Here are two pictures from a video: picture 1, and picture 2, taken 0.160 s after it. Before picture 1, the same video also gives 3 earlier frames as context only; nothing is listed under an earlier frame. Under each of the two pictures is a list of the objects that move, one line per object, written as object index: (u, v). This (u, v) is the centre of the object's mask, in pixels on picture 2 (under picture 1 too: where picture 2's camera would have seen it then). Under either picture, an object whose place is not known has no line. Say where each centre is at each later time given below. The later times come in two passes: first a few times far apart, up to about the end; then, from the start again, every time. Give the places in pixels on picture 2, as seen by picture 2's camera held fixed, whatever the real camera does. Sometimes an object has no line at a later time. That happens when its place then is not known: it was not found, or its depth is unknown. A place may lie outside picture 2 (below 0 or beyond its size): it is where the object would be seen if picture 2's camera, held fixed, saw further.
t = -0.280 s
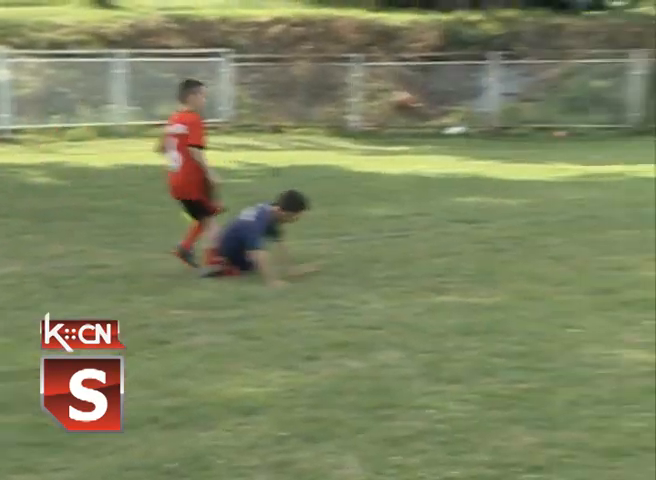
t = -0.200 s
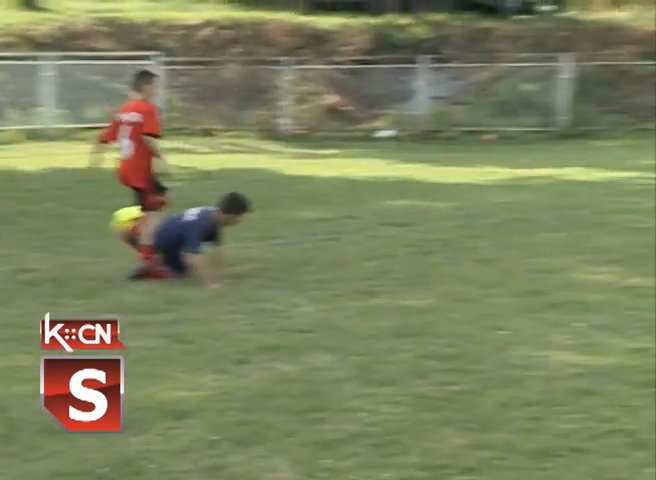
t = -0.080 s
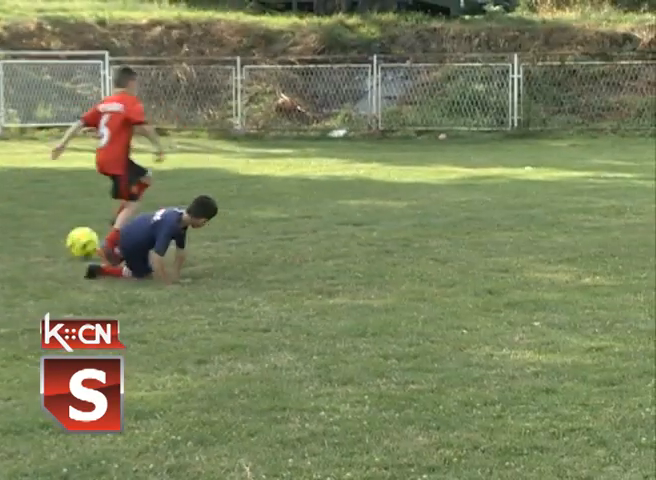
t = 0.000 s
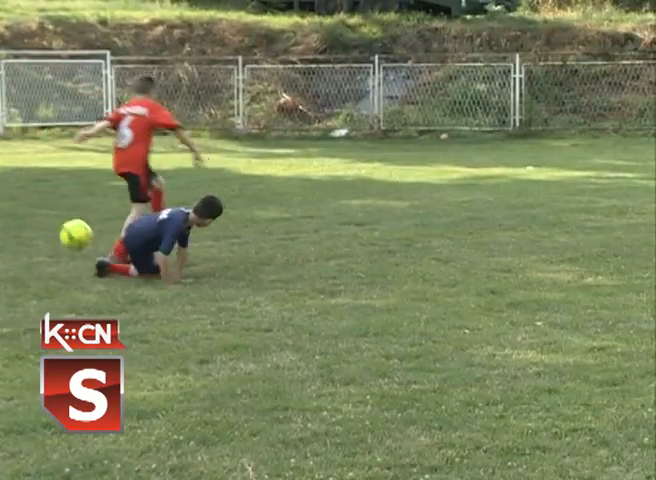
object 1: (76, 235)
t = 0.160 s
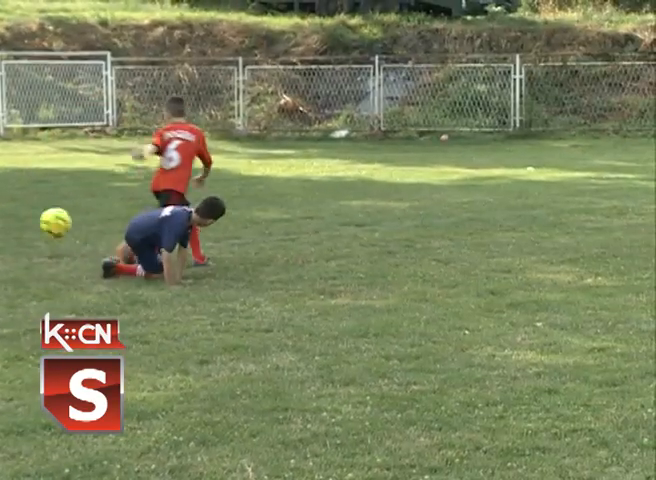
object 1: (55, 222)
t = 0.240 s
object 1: (45, 229)
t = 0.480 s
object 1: (17, 235)
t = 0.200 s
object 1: (50, 225)
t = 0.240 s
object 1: (45, 229)
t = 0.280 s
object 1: (41, 235)
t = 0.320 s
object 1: (36, 241)
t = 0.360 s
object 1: (31, 238)
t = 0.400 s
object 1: (26, 236)
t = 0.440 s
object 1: (22, 235)
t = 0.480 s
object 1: (17, 235)
